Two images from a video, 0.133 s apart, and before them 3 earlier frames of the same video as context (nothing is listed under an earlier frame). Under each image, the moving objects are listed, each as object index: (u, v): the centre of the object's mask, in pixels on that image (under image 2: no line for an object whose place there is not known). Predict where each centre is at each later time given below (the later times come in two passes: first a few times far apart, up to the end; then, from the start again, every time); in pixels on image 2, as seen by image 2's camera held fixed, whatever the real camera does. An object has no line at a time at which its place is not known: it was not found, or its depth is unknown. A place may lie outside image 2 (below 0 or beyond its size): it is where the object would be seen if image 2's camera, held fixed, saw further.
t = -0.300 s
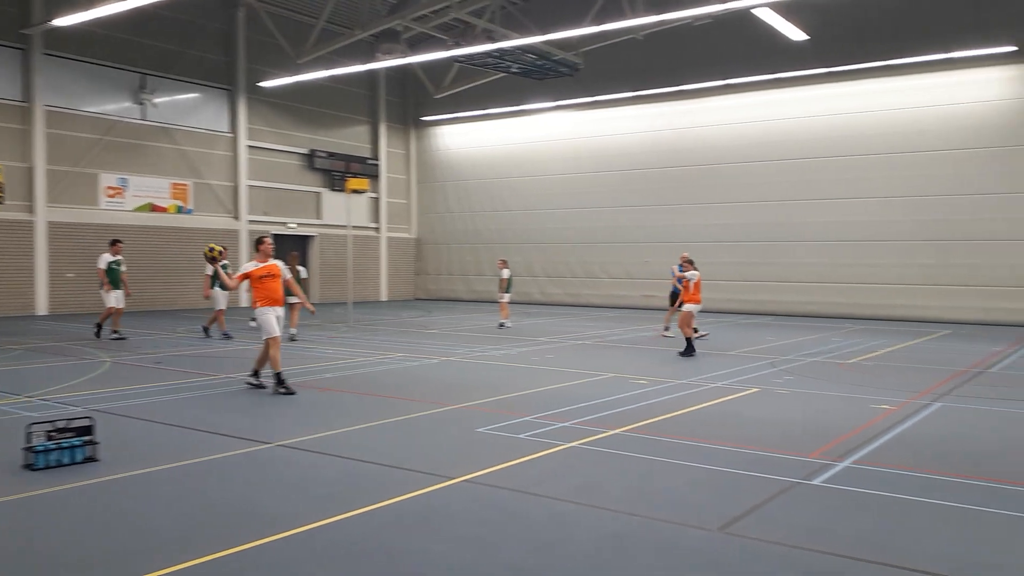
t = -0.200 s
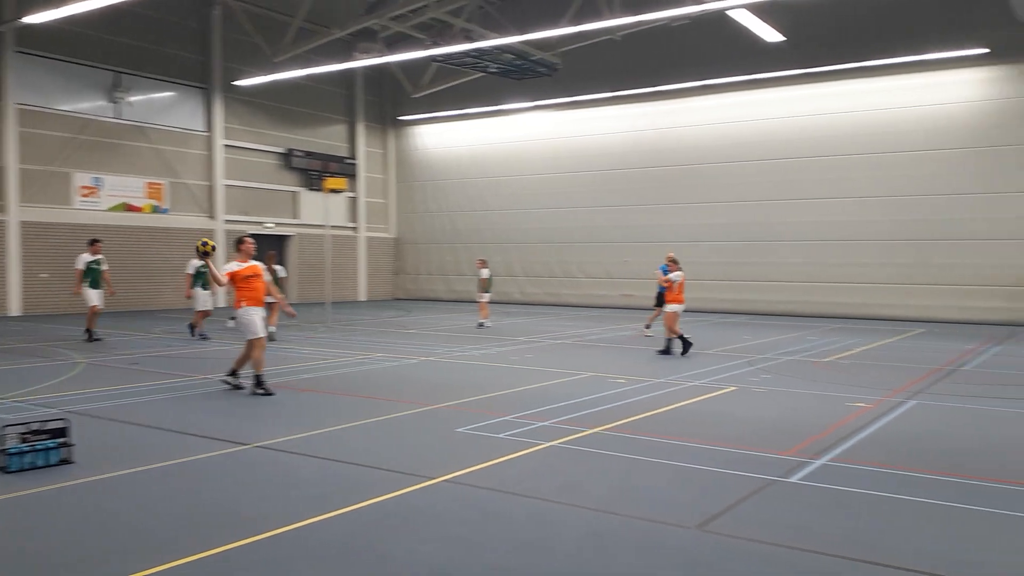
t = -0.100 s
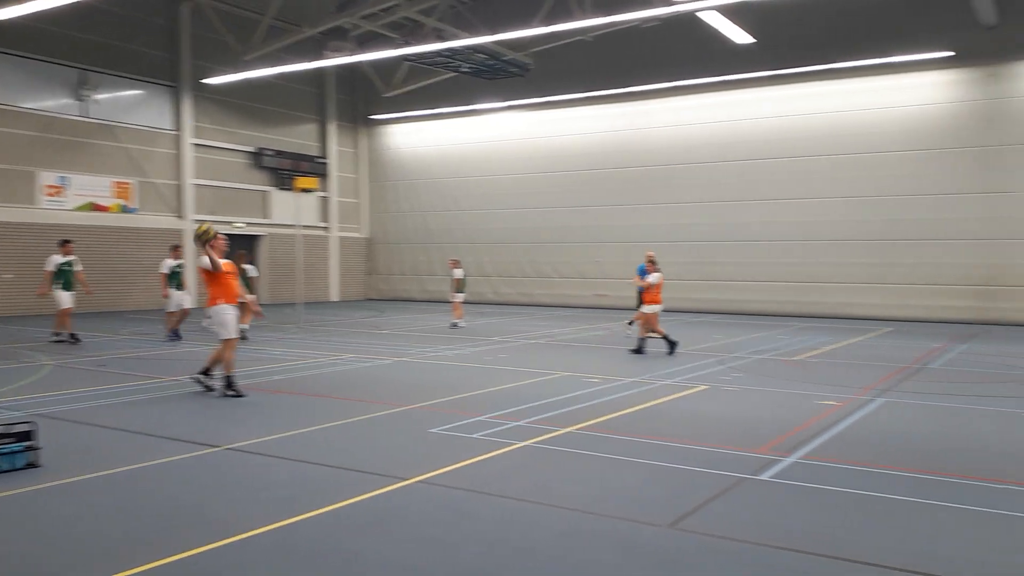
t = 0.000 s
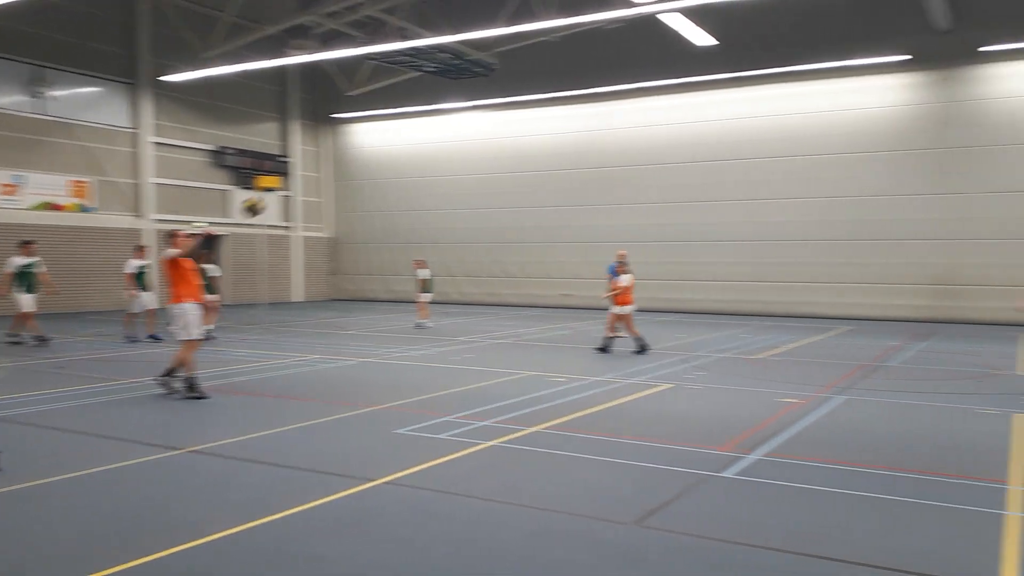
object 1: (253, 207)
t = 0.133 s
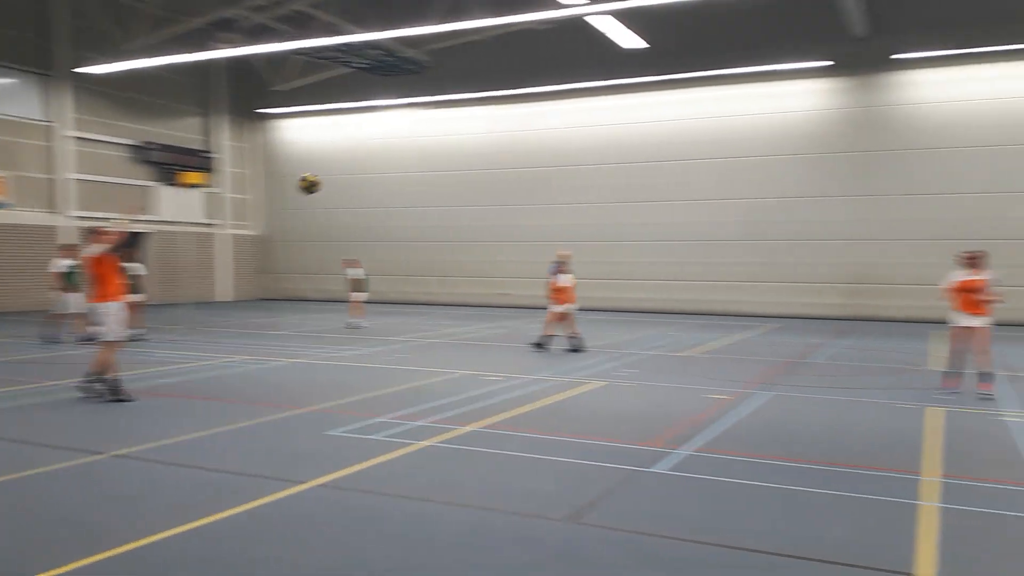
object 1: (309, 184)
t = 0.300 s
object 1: (466, 182)
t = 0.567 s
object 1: (708, 228)
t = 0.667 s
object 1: (795, 261)
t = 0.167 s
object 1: (340, 181)
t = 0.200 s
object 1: (373, 181)
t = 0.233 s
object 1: (404, 180)
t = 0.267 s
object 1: (436, 181)
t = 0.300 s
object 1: (466, 182)
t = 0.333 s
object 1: (497, 185)
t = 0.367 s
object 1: (528, 188)
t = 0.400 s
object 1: (558, 193)
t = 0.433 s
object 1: (588, 198)
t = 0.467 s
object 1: (619, 204)
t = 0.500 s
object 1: (649, 212)
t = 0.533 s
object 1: (678, 219)
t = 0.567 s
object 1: (708, 228)
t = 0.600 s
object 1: (737, 239)
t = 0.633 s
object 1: (766, 249)
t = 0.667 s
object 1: (795, 261)
